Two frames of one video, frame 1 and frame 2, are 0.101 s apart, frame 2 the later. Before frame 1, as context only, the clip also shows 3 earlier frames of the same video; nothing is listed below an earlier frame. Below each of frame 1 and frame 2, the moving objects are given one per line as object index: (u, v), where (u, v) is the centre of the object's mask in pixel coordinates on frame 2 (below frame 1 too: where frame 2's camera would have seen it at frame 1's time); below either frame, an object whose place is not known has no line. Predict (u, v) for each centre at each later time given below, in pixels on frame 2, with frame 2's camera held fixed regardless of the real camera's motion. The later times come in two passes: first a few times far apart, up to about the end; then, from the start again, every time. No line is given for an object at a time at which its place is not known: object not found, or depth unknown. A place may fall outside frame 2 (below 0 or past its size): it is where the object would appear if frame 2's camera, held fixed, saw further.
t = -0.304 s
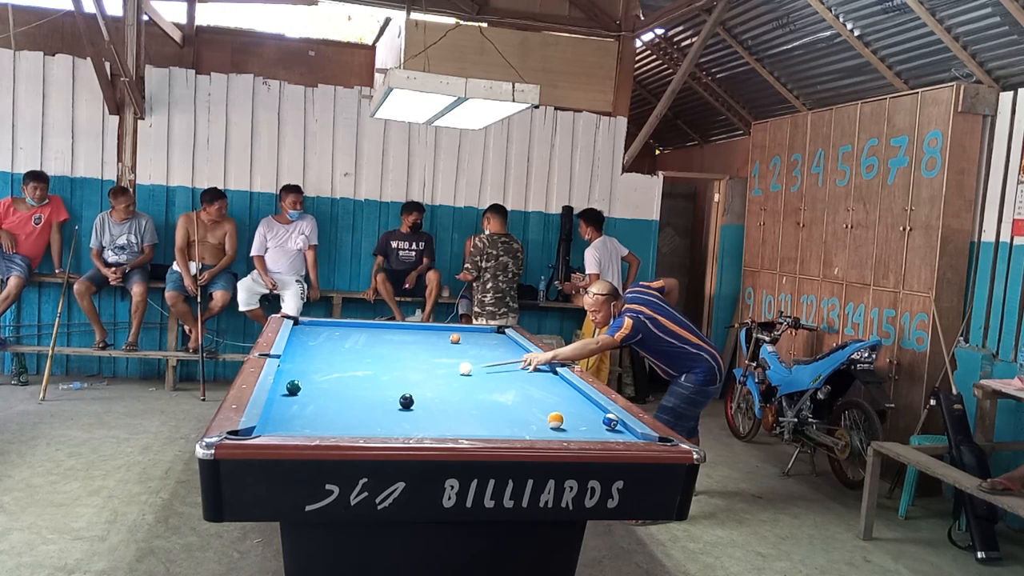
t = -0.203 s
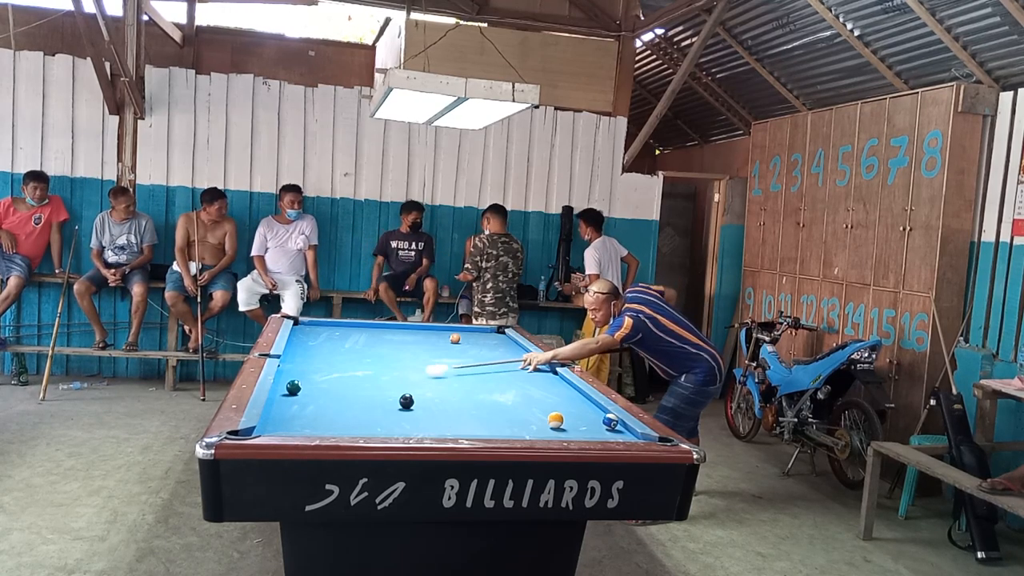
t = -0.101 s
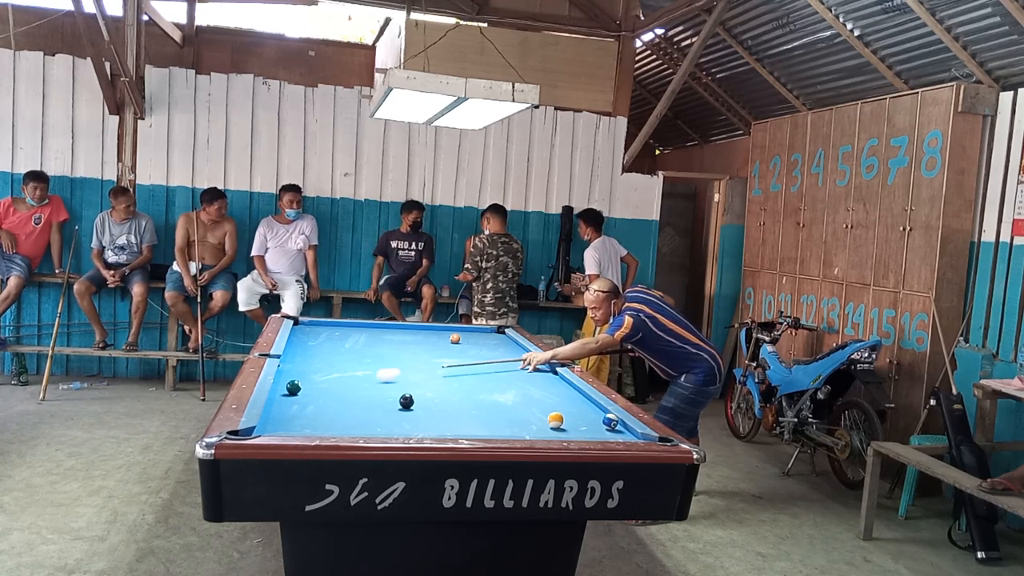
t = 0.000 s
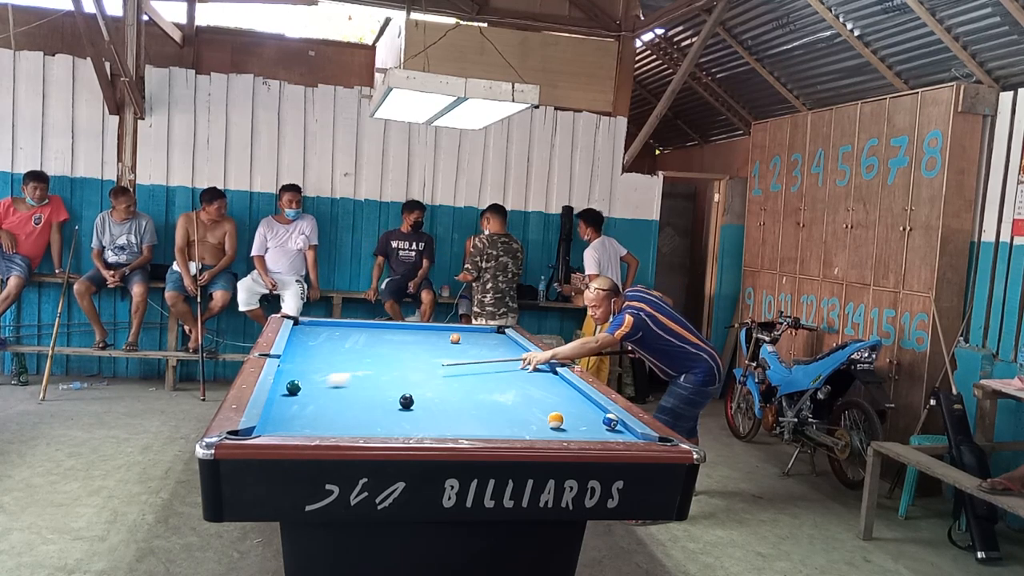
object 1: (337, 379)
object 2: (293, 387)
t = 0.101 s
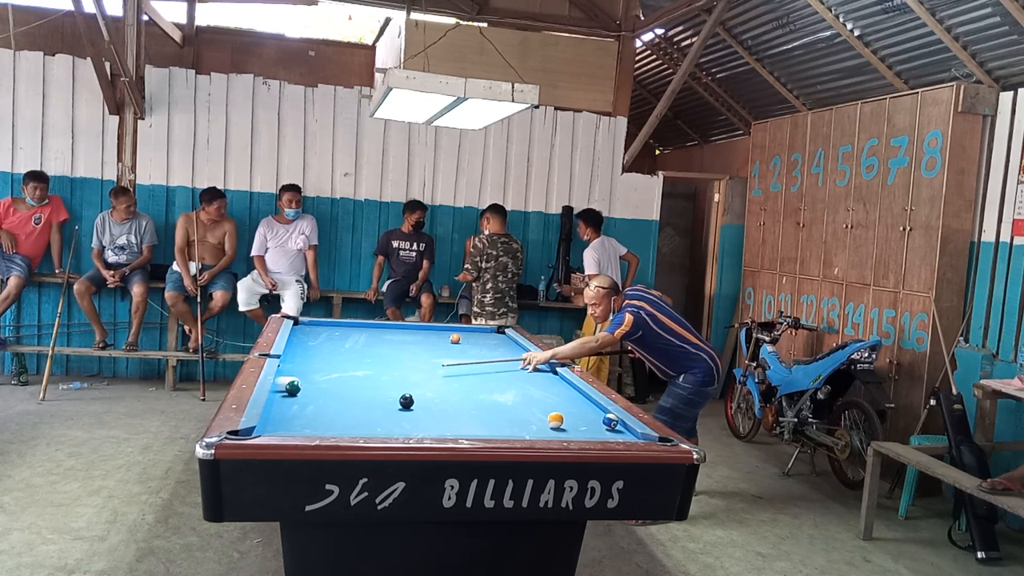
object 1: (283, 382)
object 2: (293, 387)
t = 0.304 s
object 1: (336, 381)
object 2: (286, 397)
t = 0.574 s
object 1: (402, 380)
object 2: (278, 410)
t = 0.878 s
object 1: (469, 380)
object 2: (268, 425)
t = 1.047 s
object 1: (504, 380)
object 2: (262, 430)
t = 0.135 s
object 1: (282, 382)
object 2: (292, 390)
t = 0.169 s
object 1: (297, 381)
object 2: (291, 391)
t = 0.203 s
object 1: (307, 382)
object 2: (290, 393)
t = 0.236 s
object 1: (317, 382)
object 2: (289, 394)
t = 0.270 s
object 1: (328, 381)
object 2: (288, 396)
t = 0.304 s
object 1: (336, 381)
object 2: (286, 397)
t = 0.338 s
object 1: (345, 381)
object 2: (286, 399)
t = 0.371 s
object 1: (354, 381)
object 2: (285, 400)
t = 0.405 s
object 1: (362, 381)
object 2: (283, 402)
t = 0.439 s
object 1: (370, 381)
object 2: (283, 403)
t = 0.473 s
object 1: (378, 381)
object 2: (281, 405)
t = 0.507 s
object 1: (387, 381)
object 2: (280, 407)
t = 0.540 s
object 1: (394, 381)
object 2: (279, 408)
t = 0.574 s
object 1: (402, 380)
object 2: (278, 410)
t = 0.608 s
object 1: (410, 381)
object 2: (277, 412)
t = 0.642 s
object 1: (418, 380)
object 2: (276, 413)
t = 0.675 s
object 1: (426, 380)
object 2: (275, 415)
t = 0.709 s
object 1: (433, 380)
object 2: (274, 417)
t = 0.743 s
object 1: (440, 380)
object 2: (273, 418)
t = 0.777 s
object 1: (448, 380)
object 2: (272, 420)
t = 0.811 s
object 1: (455, 380)
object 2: (270, 422)
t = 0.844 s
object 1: (462, 380)
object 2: (269, 423)
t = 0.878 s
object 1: (469, 380)
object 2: (268, 425)
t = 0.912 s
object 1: (477, 380)
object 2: (267, 426)
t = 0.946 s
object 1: (484, 380)
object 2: (265, 427)
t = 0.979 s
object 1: (491, 380)
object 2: (264, 428)
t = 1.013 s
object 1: (498, 380)
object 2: (263, 429)
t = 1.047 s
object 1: (504, 380)
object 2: (262, 430)
